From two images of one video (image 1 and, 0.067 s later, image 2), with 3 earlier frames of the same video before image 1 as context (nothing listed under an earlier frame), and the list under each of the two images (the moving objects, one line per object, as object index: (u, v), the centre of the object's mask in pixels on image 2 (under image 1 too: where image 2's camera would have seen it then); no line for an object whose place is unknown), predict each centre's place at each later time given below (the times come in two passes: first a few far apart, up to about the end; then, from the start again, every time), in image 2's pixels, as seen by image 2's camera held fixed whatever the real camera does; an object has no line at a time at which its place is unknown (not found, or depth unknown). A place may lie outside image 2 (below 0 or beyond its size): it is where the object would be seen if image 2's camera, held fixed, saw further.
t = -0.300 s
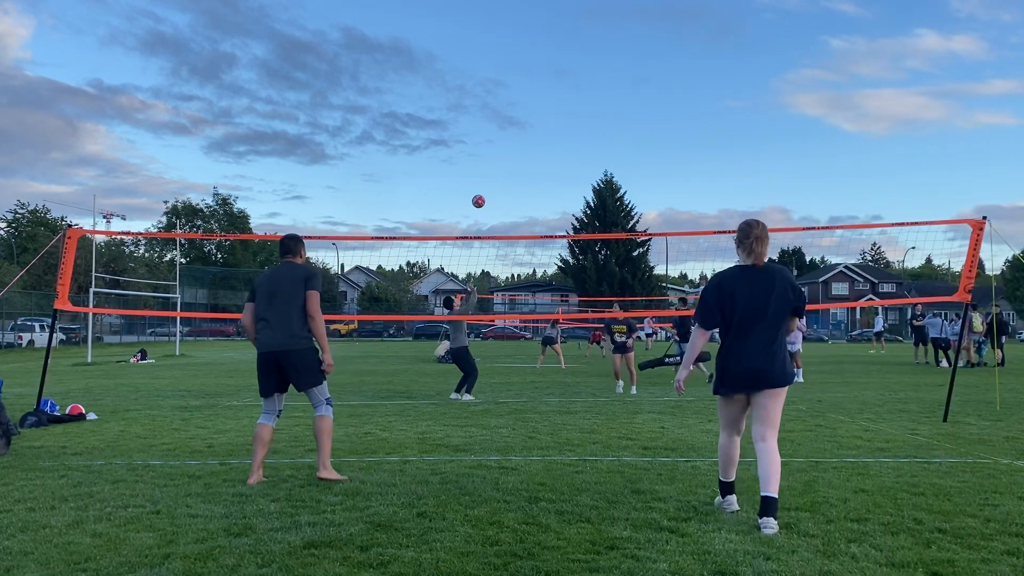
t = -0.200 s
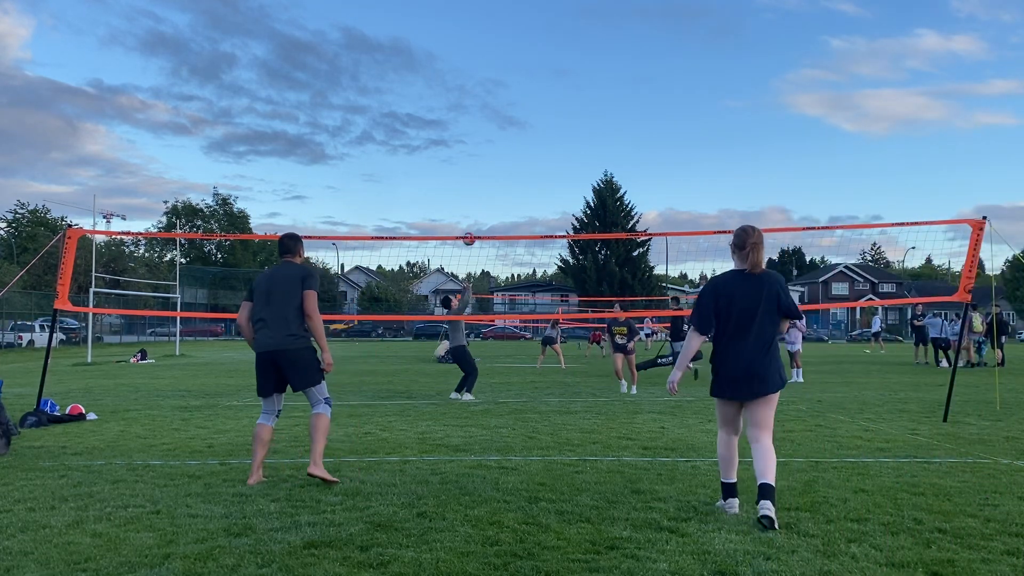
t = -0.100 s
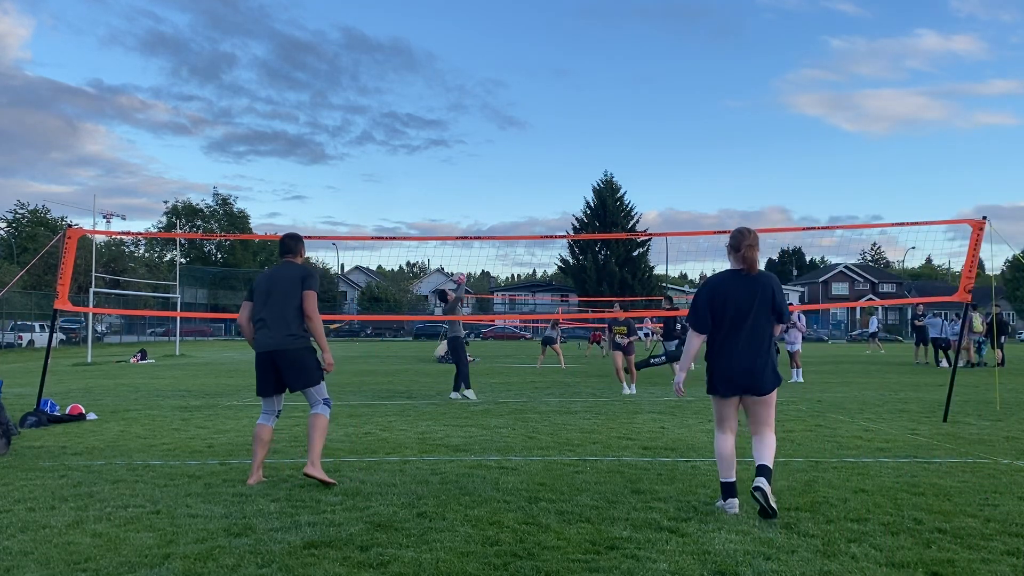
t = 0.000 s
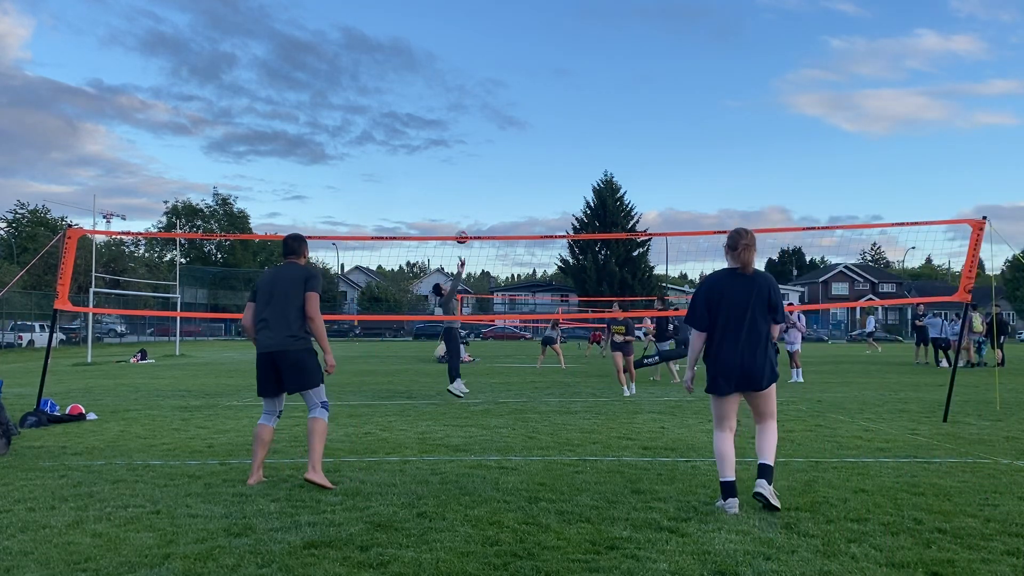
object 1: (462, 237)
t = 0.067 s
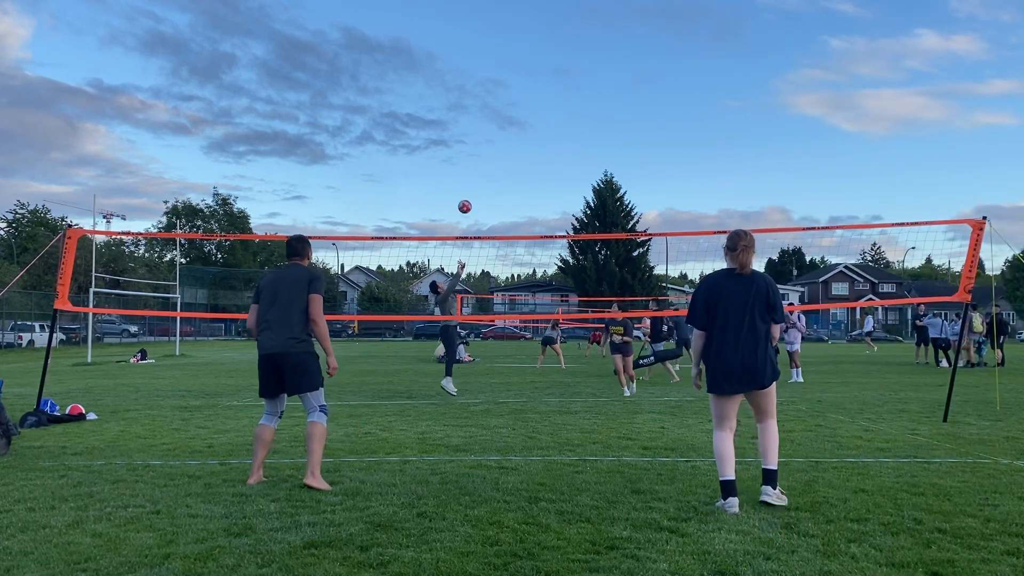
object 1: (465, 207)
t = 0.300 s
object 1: (476, 118)
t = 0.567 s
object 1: (490, 56)
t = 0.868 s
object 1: (505, 42)
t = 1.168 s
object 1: (519, 95)
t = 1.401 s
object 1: (528, 186)
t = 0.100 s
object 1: (466, 192)
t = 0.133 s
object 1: (468, 178)
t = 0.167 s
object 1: (469, 165)
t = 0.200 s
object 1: (471, 152)
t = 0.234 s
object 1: (473, 140)
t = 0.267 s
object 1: (474, 128)
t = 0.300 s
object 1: (476, 118)
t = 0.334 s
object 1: (478, 107)
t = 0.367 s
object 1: (479, 98)
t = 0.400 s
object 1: (481, 89)
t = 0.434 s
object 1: (483, 81)
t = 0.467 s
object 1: (485, 74)
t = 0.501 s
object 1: (486, 67)
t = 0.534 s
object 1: (488, 61)
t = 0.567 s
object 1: (490, 56)
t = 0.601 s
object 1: (491, 51)
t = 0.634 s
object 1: (493, 47)
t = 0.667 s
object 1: (495, 44)
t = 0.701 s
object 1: (496, 42)
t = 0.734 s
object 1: (498, 40)
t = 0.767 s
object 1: (500, 39)
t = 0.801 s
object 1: (501, 39)
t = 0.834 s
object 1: (503, 40)
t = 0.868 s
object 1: (505, 42)
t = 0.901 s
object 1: (506, 44)
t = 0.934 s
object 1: (508, 47)
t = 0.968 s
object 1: (510, 52)
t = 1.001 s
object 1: (511, 57)
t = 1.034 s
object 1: (513, 63)
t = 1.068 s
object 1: (514, 69)
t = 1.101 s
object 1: (516, 77)
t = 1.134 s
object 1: (517, 85)
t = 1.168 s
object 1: (519, 95)
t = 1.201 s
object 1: (520, 105)
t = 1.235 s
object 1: (521, 116)
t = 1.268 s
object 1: (523, 129)
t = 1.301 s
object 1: (524, 142)
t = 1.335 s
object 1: (525, 156)
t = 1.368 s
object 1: (527, 171)
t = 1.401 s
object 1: (528, 186)
